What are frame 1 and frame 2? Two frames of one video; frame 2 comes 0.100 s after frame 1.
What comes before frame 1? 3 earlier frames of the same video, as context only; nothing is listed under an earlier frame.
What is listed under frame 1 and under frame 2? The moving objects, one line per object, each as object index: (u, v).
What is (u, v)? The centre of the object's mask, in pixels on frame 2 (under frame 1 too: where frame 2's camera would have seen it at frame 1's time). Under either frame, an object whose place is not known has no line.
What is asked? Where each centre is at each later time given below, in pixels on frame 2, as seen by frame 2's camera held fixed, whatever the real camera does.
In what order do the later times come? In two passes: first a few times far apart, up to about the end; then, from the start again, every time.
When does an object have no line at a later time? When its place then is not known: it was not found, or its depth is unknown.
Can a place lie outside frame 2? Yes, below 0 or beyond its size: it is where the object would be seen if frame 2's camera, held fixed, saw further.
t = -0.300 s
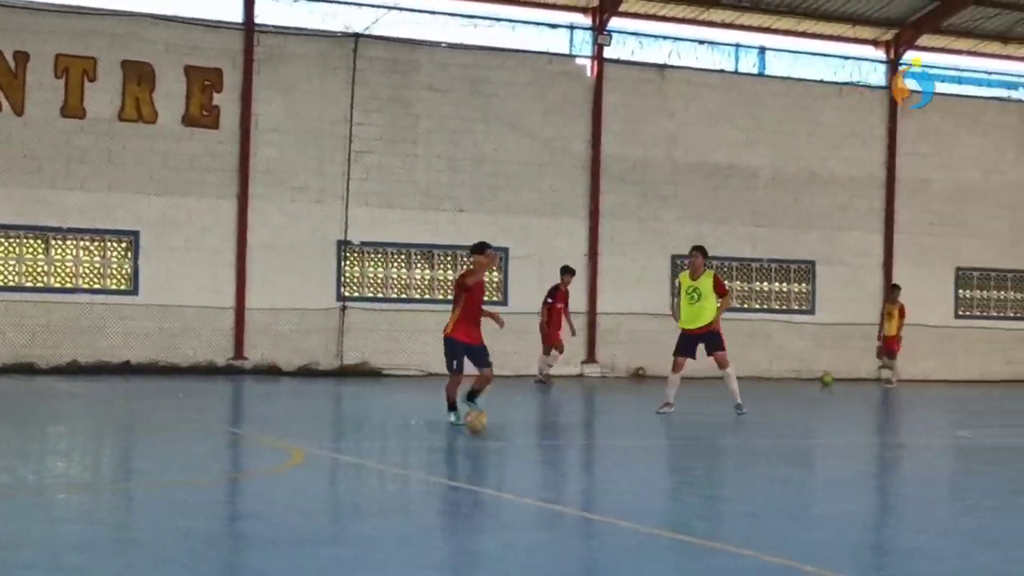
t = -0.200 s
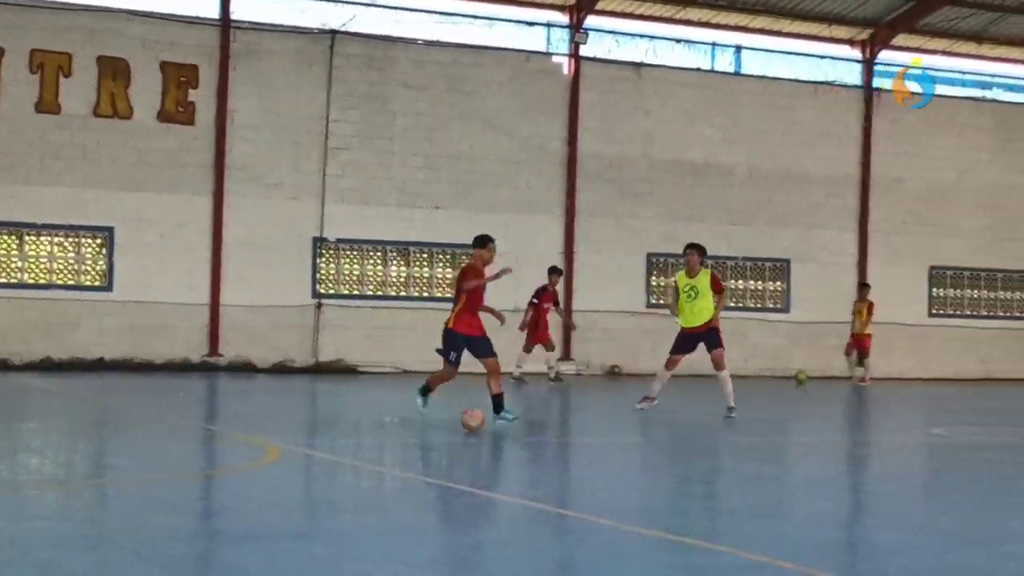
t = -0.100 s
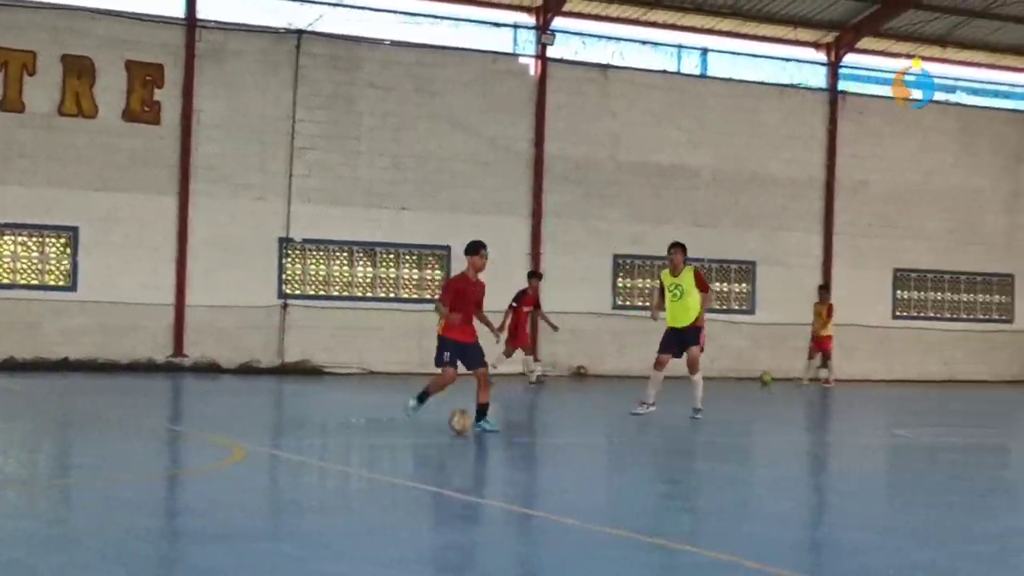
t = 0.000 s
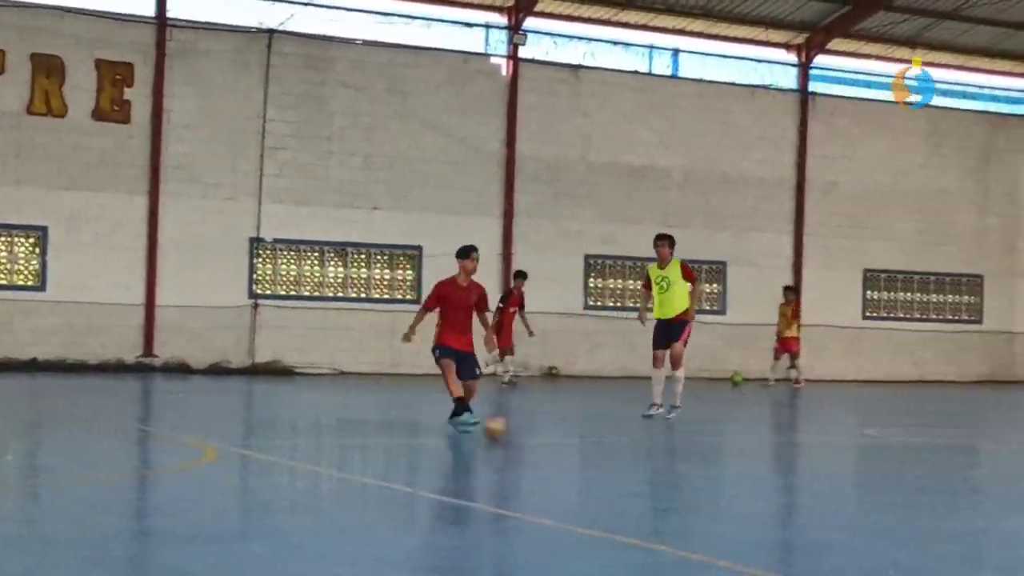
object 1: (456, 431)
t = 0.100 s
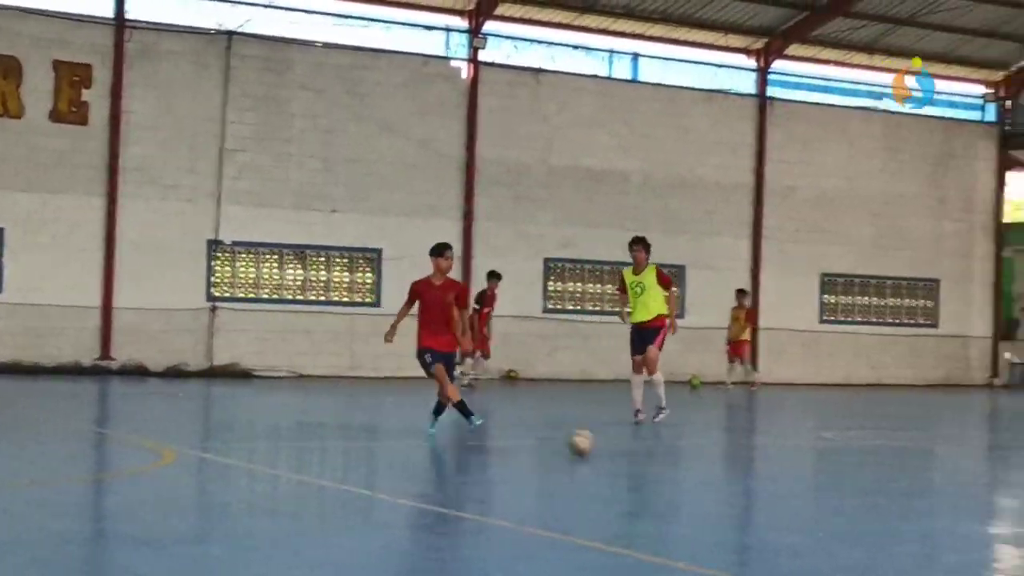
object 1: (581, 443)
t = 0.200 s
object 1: (717, 454)
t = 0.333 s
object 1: (922, 475)
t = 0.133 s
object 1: (624, 446)
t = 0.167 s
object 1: (670, 450)
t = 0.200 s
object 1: (717, 454)
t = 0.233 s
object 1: (764, 458)
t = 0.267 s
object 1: (815, 463)
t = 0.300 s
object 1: (869, 471)
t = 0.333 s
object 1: (922, 475)
